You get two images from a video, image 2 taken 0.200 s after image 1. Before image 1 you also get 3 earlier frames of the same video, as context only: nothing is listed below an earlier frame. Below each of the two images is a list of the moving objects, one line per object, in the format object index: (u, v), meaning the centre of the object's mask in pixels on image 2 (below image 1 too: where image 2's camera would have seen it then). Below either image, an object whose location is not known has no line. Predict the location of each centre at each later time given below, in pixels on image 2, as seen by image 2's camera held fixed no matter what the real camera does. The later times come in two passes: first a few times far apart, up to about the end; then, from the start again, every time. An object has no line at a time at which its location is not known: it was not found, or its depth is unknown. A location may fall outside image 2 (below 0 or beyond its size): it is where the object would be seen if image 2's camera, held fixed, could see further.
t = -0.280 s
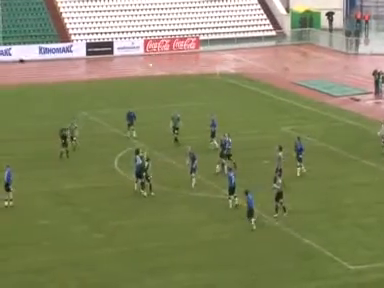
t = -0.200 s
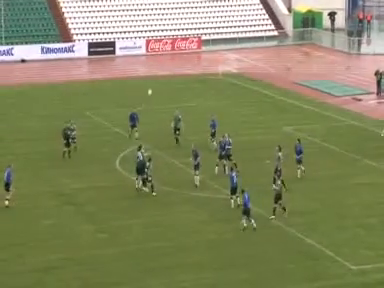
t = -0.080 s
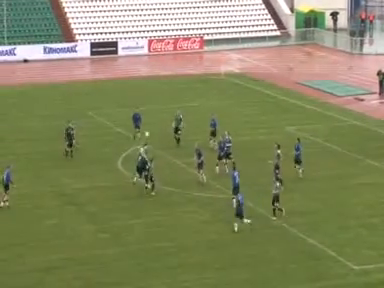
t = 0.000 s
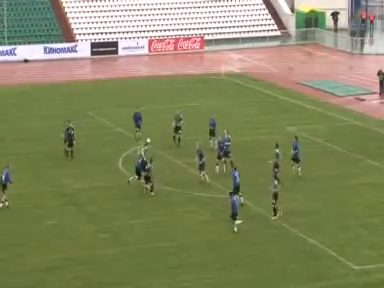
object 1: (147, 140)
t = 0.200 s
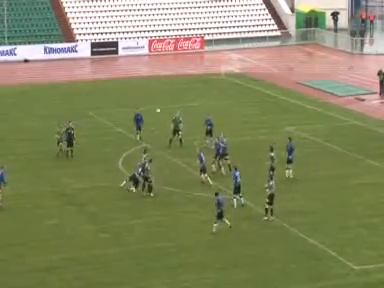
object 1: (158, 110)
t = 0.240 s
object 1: (159, 106)
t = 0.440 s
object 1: (169, 89)
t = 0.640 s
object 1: (178, 83)
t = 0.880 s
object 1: (189, 88)
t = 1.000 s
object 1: (194, 95)
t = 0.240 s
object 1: (159, 106)
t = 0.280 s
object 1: (162, 102)
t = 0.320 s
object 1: (163, 98)
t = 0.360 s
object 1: (165, 95)
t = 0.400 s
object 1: (167, 92)
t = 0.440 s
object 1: (169, 89)
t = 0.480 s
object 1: (171, 88)
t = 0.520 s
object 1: (172, 86)
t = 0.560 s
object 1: (174, 85)
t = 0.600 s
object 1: (177, 84)
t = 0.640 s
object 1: (178, 83)
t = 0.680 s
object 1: (180, 83)
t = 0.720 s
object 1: (182, 84)
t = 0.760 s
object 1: (183, 84)
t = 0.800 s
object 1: (185, 85)
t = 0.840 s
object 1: (187, 86)
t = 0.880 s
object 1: (189, 88)
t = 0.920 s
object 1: (190, 90)
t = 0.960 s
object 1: (192, 93)
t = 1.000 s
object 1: (194, 95)
